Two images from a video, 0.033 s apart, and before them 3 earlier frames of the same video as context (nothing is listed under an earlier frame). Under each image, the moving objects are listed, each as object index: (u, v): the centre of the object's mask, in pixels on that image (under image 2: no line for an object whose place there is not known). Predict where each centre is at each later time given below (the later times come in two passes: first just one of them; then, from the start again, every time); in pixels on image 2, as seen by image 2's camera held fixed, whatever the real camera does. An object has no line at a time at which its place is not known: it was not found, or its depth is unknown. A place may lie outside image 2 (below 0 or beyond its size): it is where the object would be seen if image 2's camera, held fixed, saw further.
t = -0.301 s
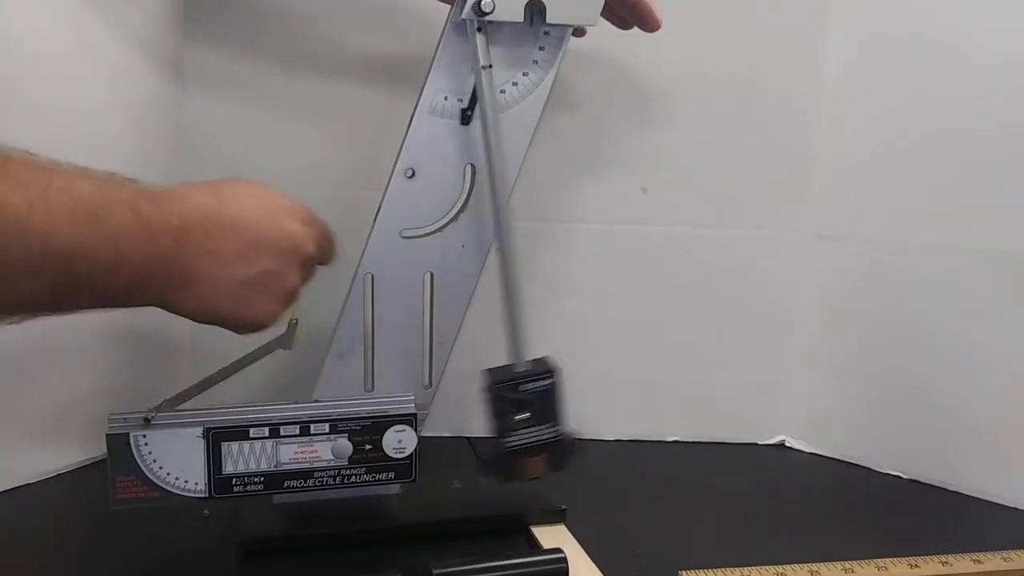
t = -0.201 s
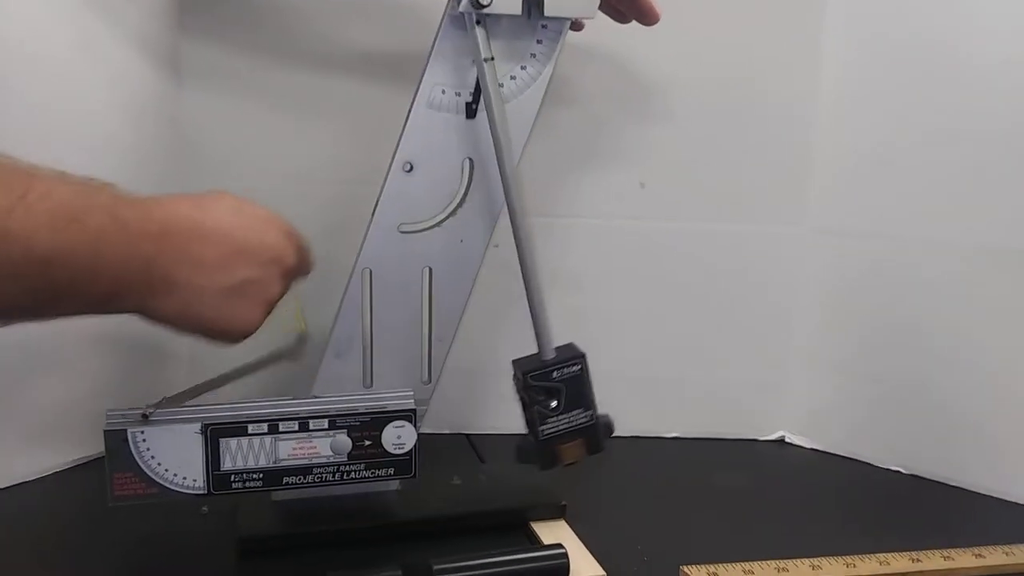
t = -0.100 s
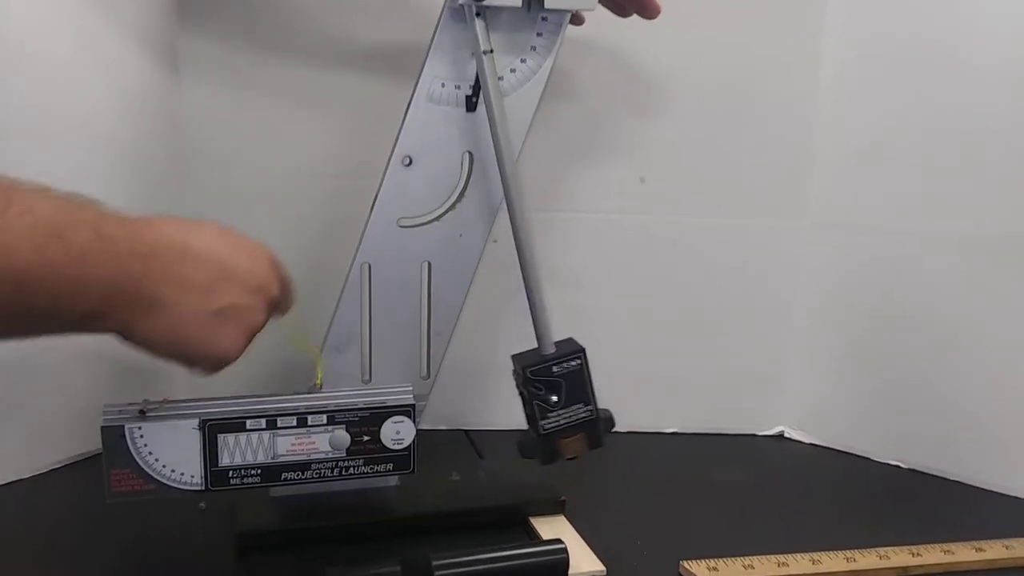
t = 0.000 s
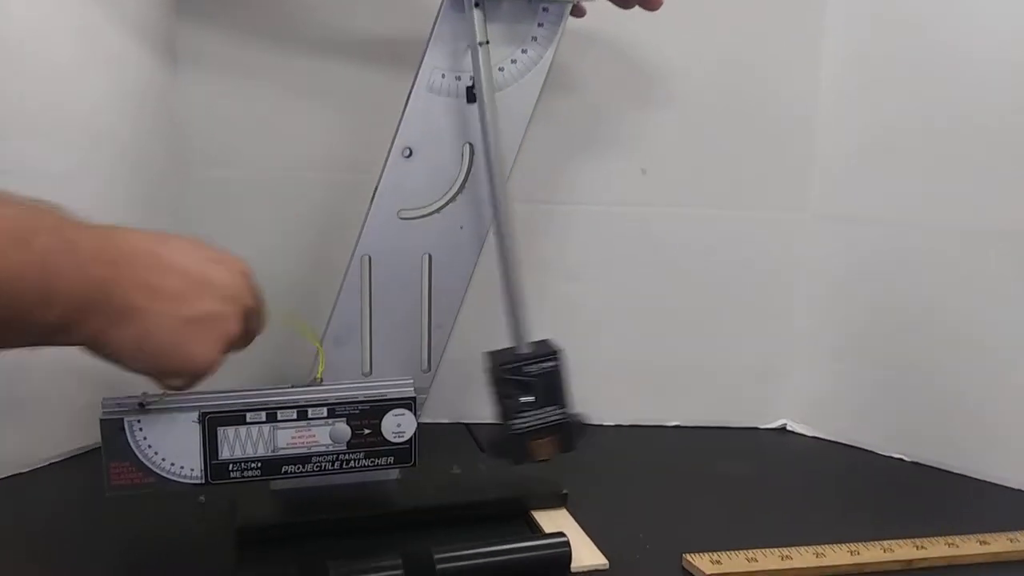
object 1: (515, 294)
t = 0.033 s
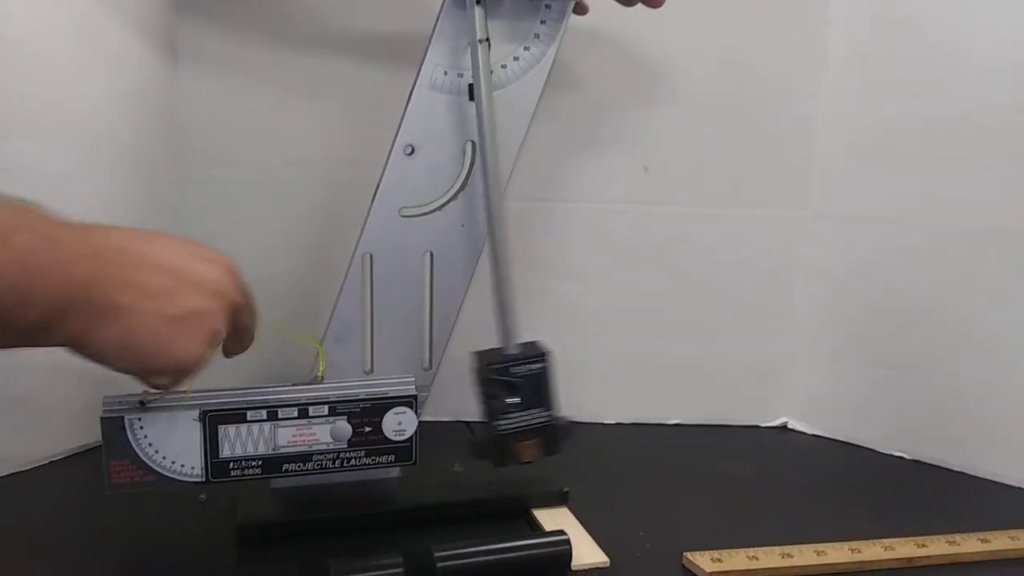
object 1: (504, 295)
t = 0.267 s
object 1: (503, 314)
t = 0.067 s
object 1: (492, 298)
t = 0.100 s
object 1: (478, 296)
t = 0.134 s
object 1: (469, 295)
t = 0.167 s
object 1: (479, 302)
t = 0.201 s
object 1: (486, 302)
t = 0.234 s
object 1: (493, 296)
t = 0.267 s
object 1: (503, 314)
